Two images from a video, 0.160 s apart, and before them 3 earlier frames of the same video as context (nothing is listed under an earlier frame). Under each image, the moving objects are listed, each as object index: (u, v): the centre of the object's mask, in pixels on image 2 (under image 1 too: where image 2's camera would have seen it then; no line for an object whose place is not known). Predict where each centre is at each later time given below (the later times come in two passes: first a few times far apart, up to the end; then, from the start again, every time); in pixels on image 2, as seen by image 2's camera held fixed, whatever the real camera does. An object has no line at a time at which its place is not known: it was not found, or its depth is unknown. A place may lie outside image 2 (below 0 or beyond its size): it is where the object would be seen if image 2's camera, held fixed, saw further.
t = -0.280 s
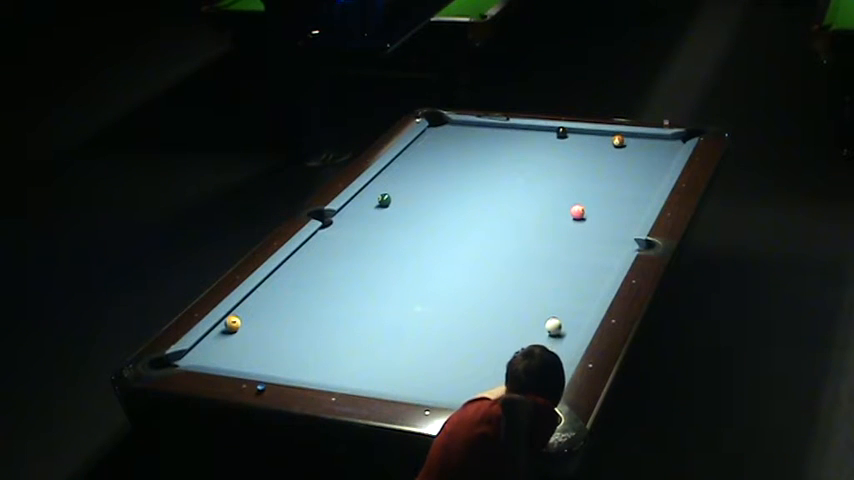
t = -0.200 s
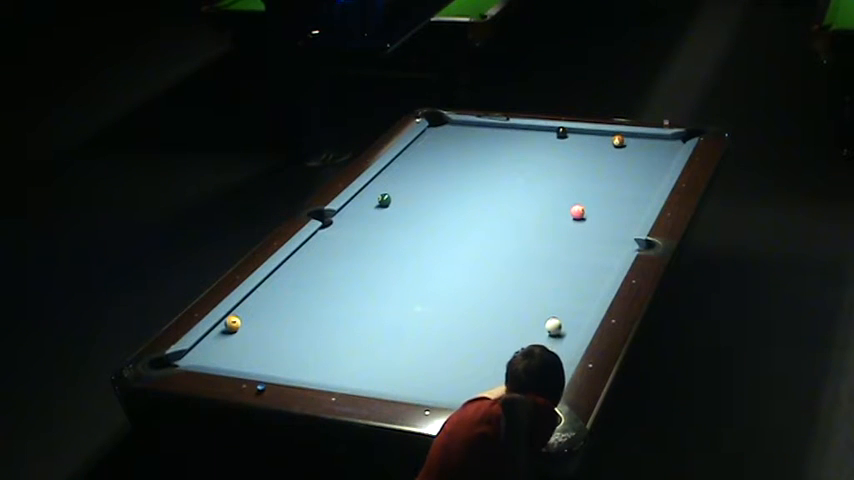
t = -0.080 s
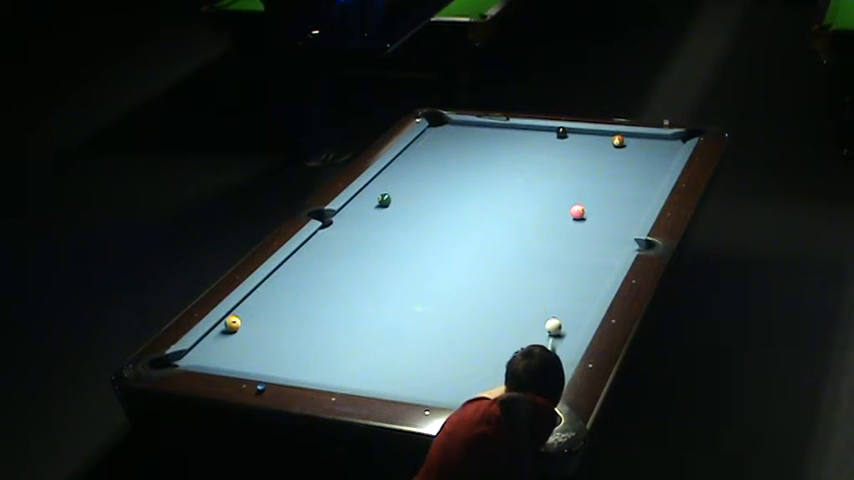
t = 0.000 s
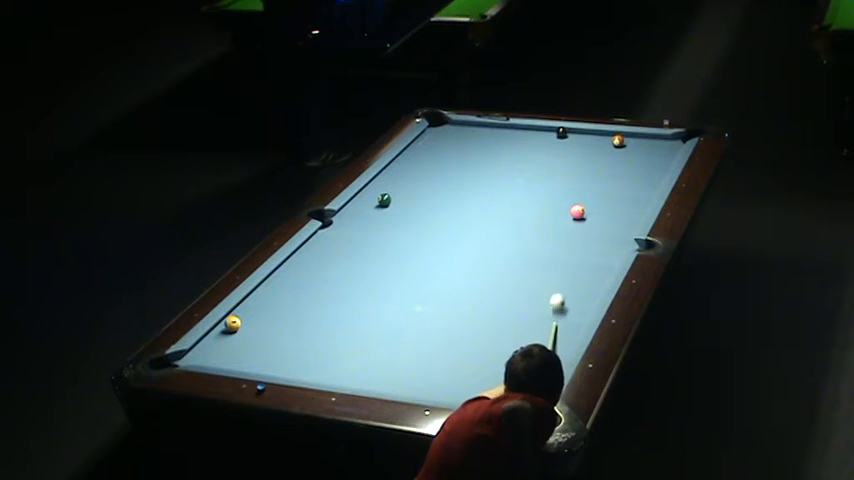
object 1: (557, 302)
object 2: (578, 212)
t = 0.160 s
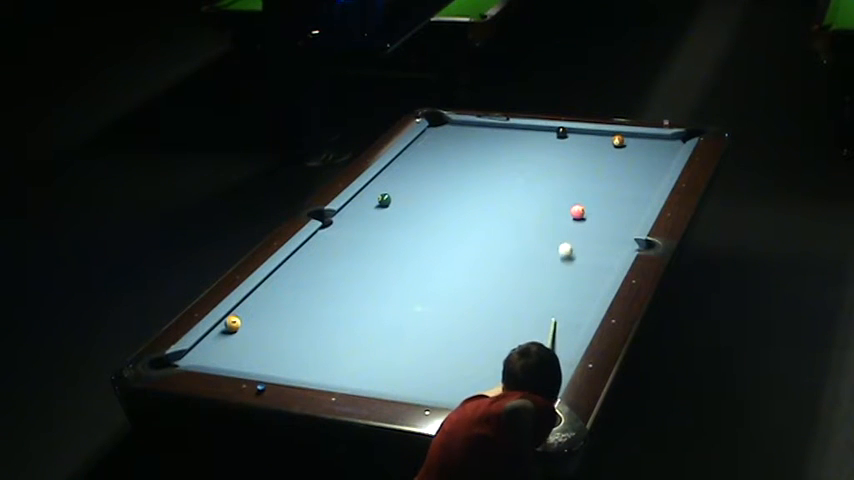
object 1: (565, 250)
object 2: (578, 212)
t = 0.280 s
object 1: (570, 222)
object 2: (578, 211)
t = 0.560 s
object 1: (537, 209)
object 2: (615, 181)
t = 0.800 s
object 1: (510, 201)
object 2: (642, 157)
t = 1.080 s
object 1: (479, 194)
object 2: (668, 139)
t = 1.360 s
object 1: (451, 187)
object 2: (670, 152)
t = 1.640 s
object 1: (425, 181)
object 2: (665, 163)
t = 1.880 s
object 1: (404, 176)
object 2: (655, 172)
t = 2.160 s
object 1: (387, 172)
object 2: (644, 181)
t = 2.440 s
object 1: (402, 172)
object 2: (634, 191)
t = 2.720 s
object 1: (416, 172)
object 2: (624, 199)
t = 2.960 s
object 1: (426, 172)
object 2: (615, 207)
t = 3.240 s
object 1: (437, 173)
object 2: (606, 215)
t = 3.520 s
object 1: (447, 173)
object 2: (597, 223)
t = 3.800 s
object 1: (455, 173)
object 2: (589, 230)
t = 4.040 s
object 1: (461, 174)
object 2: (583, 236)
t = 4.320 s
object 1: (467, 174)
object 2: (576, 243)
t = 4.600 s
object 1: (471, 175)
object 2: (569, 248)
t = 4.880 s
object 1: (474, 176)
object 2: (563, 254)
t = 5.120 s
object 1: (475, 176)
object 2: (559, 258)
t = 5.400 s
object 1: (476, 176)
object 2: (554, 262)
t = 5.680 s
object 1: (475, 176)
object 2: (549, 266)
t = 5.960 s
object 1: (475, 177)
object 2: (545, 269)
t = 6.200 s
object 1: (476, 177)
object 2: (543, 271)
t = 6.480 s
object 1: (476, 176)
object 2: (540, 273)
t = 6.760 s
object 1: (476, 176)
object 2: (538, 274)
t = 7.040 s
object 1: (475, 176)
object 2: (537, 274)
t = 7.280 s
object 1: (475, 176)
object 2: (537, 274)
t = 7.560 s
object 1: (475, 177)
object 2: (537, 274)
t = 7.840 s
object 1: (476, 176)
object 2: (537, 274)
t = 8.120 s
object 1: (476, 176)
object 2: (538, 274)
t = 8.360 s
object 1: (476, 176)
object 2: (537, 274)
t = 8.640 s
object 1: (476, 176)
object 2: (537, 274)
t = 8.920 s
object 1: (476, 176)
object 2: (537, 274)
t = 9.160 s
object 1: (475, 176)
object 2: (537, 274)
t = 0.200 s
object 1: (567, 240)
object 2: (578, 212)
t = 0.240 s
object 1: (568, 231)
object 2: (578, 212)
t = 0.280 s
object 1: (570, 222)
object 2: (578, 211)
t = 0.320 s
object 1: (568, 216)
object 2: (581, 209)
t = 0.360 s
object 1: (562, 215)
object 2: (588, 203)
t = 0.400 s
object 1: (557, 213)
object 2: (595, 198)
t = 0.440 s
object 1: (552, 212)
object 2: (600, 193)
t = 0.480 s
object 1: (547, 211)
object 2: (606, 189)
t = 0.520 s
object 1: (542, 210)
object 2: (611, 184)
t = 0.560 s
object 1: (537, 209)
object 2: (615, 181)
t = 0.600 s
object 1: (533, 208)
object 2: (620, 176)
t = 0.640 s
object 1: (528, 206)
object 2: (625, 173)
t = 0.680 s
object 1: (523, 205)
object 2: (630, 169)
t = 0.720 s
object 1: (519, 204)
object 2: (634, 166)
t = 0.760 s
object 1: (514, 203)
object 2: (638, 161)
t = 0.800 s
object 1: (510, 201)
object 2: (642, 157)
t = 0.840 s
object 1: (505, 201)
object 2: (647, 154)
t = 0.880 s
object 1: (501, 200)
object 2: (651, 151)
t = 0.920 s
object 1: (496, 198)
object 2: (655, 147)
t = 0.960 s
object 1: (492, 197)
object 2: (659, 144)
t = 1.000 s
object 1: (488, 196)
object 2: (664, 140)
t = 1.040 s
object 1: (484, 195)
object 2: (667, 137)
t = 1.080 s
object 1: (479, 194)
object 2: (668, 139)
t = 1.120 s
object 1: (475, 193)
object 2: (668, 141)
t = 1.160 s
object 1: (471, 192)
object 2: (668, 142)
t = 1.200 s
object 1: (467, 191)
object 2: (669, 144)
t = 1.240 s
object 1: (463, 191)
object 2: (670, 146)
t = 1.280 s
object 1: (459, 189)
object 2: (670, 148)
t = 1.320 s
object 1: (455, 188)
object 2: (670, 150)
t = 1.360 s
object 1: (451, 187)
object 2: (670, 152)
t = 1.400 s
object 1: (447, 186)
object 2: (670, 154)
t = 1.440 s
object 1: (443, 185)
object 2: (671, 156)
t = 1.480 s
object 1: (440, 184)
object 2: (671, 158)
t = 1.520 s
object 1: (436, 183)
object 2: (669, 159)
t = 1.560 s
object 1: (432, 183)
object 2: (668, 160)
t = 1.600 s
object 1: (429, 182)
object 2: (666, 162)
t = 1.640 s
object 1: (425, 181)
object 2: (665, 163)
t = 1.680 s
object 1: (422, 180)
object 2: (663, 166)
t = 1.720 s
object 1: (418, 179)
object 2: (662, 167)
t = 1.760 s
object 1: (414, 178)
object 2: (660, 168)
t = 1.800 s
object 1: (411, 177)
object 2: (659, 169)
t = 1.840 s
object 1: (408, 176)
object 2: (657, 171)
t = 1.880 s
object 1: (404, 176)
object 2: (655, 172)
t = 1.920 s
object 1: (401, 175)
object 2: (654, 173)
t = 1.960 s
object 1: (397, 174)
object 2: (652, 175)
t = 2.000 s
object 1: (394, 173)
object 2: (650, 176)
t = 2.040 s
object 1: (391, 173)
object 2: (649, 177)
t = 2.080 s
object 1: (387, 172)
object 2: (647, 179)
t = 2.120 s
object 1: (385, 172)
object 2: (646, 180)
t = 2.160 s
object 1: (387, 172)
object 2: (644, 181)
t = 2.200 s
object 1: (389, 172)
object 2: (643, 183)
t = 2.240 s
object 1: (392, 172)
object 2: (641, 184)
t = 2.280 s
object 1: (394, 172)
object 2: (639, 186)
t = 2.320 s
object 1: (396, 172)
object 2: (638, 187)
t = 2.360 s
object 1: (398, 172)
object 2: (637, 188)
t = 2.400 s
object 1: (400, 172)
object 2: (635, 189)
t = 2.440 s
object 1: (402, 172)
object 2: (634, 191)
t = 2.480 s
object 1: (404, 172)
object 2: (632, 192)
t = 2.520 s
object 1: (406, 172)
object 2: (631, 193)
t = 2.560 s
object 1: (408, 172)
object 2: (630, 194)
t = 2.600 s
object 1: (410, 172)
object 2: (628, 196)
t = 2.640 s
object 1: (412, 172)
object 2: (626, 197)
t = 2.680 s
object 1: (414, 172)
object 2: (625, 198)
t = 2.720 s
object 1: (416, 172)
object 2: (624, 199)
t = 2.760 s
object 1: (417, 172)
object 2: (622, 201)
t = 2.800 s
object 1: (419, 172)
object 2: (621, 202)
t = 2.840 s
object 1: (421, 173)
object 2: (619, 203)
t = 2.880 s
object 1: (423, 172)
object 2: (618, 204)
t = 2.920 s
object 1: (424, 172)
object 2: (617, 206)
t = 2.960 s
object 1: (426, 172)
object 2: (615, 207)
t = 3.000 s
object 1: (428, 172)
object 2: (614, 208)
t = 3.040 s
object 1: (430, 172)
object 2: (613, 209)
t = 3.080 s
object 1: (431, 172)
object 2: (611, 210)
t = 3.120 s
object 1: (432, 173)
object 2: (610, 211)
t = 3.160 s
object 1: (434, 173)
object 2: (608, 213)
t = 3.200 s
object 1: (436, 173)
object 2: (607, 214)
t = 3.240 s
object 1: (437, 173)
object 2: (606, 215)
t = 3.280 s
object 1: (439, 173)
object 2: (605, 216)
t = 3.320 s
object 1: (440, 173)
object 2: (603, 217)
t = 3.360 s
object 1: (441, 173)
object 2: (602, 219)
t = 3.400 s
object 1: (443, 173)
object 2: (601, 220)
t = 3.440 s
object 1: (444, 173)
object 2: (600, 221)
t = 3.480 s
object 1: (445, 173)
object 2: (598, 222)
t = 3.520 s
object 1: (447, 173)
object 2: (597, 223)
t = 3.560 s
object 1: (448, 173)
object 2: (596, 224)
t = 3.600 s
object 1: (449, 173)
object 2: (595, 225)
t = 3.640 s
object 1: (450, 173)
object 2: (594, 226)
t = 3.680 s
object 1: (452, 173)
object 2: (593, 227)
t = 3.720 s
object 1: (453, 173)
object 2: (591, 228)
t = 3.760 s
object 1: (454, 173)
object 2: (590, 229)
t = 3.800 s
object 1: (455, 173)
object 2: (589, 230)
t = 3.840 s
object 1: (456, 173)
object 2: (588, 231)
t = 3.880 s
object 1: (457, 173)
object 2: (587, 232)
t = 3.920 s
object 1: (458, 173)
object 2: (586, 233)
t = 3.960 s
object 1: (459, 174)
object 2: (585, 234)
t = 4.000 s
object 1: (460, 174)
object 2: (584, 235)
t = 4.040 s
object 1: (461, 174)
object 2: (583, 236)
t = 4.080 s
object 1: (462, 174)
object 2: (582, 237)
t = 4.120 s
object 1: (463, 174)
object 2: (581, 238)
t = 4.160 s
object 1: (463, 174)
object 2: (580, 239)
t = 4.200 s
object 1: (464, 174)
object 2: (578, 240)
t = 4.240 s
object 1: (465, 174)
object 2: (578, 241)
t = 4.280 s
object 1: (466, 174)
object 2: (577, 242)
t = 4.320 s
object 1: (467, 174)
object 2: (576, 243)
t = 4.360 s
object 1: (467, 175)
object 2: (575, 243)
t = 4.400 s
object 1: (468, 174)
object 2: (574, 244)
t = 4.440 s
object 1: (468, 175)
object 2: (573, 245)
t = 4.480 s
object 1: (469, 175)
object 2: (572, 246)
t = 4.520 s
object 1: (470, 175)
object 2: (571, 247)
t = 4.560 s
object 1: (470, 175)
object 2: (570, 248)
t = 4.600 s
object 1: (471, 175)
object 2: (569, 248)
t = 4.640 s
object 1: (471, 175)
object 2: (569, 249)
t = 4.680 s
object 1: (472, 175)
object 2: (568, 250)
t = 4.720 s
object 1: (472, 176)
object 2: (567, 251)
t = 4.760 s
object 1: (473, 175)
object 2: (566, 252)
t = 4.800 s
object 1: (473, 176)
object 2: (565, 253)
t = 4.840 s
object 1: (473, 176)
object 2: (564, 254)
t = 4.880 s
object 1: (474, 176)
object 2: (563, 254)
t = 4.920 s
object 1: (474, 176)
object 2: (563, 255)
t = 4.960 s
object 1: (474, 176)
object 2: (562, 256)
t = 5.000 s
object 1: (475, 176)
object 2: (561, 256)
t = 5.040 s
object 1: (475, 176)
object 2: (561, 257)
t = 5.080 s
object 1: (475, 176)
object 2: (560, 258)
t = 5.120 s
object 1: (475, 176)
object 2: (559, 258)
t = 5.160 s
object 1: (475, 176)
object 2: (558, 259)
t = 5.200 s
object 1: (475, 176)
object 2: (557, 259)
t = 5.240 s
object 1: (476, 176)
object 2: (556, 260)
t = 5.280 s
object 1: (476, 176)
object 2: (555, 261)
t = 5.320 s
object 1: (476, 176)
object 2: (555, 261)
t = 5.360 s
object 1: (476, 176)
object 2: (554, 262)
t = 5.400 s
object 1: (476, 176)
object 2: (554, 262)
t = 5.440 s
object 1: (476, 176)
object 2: (553, 263)
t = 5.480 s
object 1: (476, 176)
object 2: (552, 263)
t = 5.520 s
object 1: (476, 176)
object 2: (552, 264)
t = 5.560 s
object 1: (476, 176)
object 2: (551, 264)
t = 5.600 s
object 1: (476, 176)
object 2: (550, 265)
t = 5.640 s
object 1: (476, 176)
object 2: (550, 265)
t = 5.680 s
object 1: (475, 176)
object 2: (549, 266)
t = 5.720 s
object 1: (475, 176)
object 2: (549, 266)
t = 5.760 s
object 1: (476, 176)
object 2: (548, 267)
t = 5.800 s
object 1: (476, 176)
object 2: (548, 267)
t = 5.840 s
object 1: (476, 176)
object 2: (547, 268)
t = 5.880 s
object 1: (475, 176)
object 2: (546, 268)
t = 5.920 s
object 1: (476, 177)
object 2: (546, 268)
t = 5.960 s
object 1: (475, 177)
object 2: (545, 269)
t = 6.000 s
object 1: (475, 177)
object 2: (545, 270)
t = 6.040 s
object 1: (475, 177)
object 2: (544, 270)
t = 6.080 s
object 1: (475, 177)
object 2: (544, 270)
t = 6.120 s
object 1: (475, 177)
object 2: (543, 271)
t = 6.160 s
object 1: (476, 177)
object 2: (543, 271)
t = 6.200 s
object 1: (476, 177)
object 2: (543, 271)
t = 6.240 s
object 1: (476, 177)
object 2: (542, 271)
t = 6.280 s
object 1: (476, 177)
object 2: (542, 272)
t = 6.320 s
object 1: (475, 177)
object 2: (541, 272)
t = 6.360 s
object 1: (475, 177)
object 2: (541, 272)
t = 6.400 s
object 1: (476, 177)
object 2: (540, 272)
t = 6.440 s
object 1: (476, 176)
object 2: (540, 273)
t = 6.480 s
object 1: (476, 176)
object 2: (540, 273)
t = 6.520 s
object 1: (475, 176)
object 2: (539, 273)
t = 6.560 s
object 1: (476, 176)
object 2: (539, 273)
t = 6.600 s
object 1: (476, 176)
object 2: (539, 273)
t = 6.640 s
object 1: (476, 176)
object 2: (539, 273)
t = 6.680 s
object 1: (476, 176)
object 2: (538, 274)
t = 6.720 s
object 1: (476, 176)
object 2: (538, 274)
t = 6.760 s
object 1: (476, 176)
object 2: (538, 274)
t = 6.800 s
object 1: (475, 176)
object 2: (538, 274)
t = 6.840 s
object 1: (476, 176)
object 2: (538, 274)
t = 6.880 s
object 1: (475, 176)
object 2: (537, 274)
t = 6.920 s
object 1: (475, 176)
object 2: (537, 274)
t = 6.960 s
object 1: (475, 176)
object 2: (537, 274)
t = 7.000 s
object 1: (475, 176)
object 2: (537, 274)
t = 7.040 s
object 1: (475, 176)
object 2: (537, 274)
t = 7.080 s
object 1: (475, 176)
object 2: (537, 274)
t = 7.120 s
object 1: (475, 176)
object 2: (537, 274)
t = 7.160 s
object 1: (475, 176)
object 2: (538, 274)
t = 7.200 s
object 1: (475, 177)
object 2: (537, 274)
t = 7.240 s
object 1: (475, 177)
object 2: (538, 274)
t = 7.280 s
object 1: (475, 176)
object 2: (537, 274)
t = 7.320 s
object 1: (475, 177)
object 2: (537, 274)
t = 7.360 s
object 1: (475, 177)
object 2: (538, 274)
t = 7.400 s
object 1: (476, 176)
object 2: (537, 274)
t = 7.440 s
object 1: (476, 176)
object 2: (537, 274)
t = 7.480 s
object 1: (475, 177)
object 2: (537, 274)
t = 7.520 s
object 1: (475, 176)
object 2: (537, 274)
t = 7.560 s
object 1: (475, 177)
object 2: (537, 274)
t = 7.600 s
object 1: (475, 176)
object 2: (537, 274)
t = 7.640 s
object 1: (475, 177)
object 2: (538, 274)
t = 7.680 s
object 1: (475, 177)
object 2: (537, 274)
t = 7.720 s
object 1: (475, 177)
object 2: (538, 274)
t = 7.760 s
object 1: (475, 177)
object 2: (537, 274)
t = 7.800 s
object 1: (476, 176)
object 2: (537, 274)
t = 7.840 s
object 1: (476, 176)
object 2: (537, 274)
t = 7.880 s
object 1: (476, 176)
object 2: (537, 274)
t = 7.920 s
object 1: (476, 176)
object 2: (537, 274)
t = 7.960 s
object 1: (476, 176)
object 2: (537, 274)
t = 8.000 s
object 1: (476, 176)
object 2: (537, 274)
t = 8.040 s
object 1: (476, 176)
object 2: (537, 274)
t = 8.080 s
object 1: (476, 176)
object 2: (537, 274)
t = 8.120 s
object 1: (476, 176)
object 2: (538, 274)
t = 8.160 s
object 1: (476, 176)
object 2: (537, 274)
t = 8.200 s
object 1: (476, 176)
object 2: (537, 274)
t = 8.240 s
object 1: (476, 176)
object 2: (537, 274)
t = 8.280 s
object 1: (476, 176)
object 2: (537, 274)
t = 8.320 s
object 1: (476, 176)
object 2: (537, 274)
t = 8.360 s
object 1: (476, 176)
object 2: (537, 274)
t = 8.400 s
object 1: (476, 176)
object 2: (537, 274)
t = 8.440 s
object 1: (476, 176)
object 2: (537, 274)
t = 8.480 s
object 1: (476, 176)
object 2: (537, 274)
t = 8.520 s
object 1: (476, 176)
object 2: (537, 274)
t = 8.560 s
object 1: (476, 176)
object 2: (537, 274)
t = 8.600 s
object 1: (476, 176)
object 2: (537, 274)
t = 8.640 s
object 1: (476, 176)
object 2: (537, 274)
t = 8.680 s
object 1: (476, 176)
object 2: (537, 274)
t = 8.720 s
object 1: (476, 176)
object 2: (537, 274)
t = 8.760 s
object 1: (476, 176)
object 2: (537, 274)
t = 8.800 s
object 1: (476, 176)
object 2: (538, 274)
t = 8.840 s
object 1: (476, 176)
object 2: (537, 274)
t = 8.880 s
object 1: (476, 176)
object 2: (538, 274)
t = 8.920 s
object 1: (476, 176)
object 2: (537, 274)
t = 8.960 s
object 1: (476, 176)
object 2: (538, 274)
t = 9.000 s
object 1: (476, 176)
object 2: (537, 274)
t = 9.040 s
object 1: (476, 176)
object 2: (538, 274)
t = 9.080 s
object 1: (475, 176)
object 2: (537, 274)
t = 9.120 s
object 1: (475, 176)
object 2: (537, 274)
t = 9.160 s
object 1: (475, 176)
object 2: (537, 274)
